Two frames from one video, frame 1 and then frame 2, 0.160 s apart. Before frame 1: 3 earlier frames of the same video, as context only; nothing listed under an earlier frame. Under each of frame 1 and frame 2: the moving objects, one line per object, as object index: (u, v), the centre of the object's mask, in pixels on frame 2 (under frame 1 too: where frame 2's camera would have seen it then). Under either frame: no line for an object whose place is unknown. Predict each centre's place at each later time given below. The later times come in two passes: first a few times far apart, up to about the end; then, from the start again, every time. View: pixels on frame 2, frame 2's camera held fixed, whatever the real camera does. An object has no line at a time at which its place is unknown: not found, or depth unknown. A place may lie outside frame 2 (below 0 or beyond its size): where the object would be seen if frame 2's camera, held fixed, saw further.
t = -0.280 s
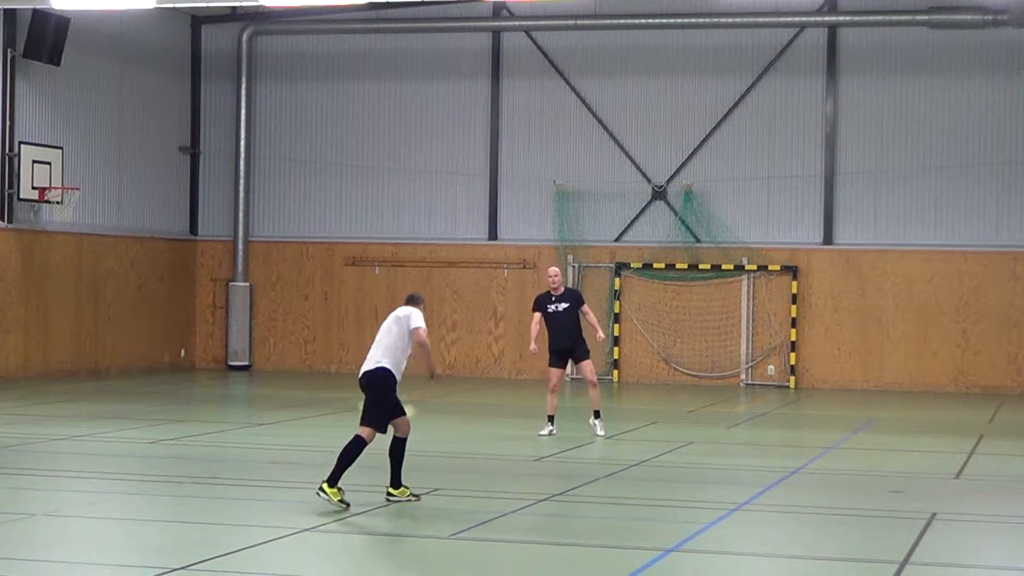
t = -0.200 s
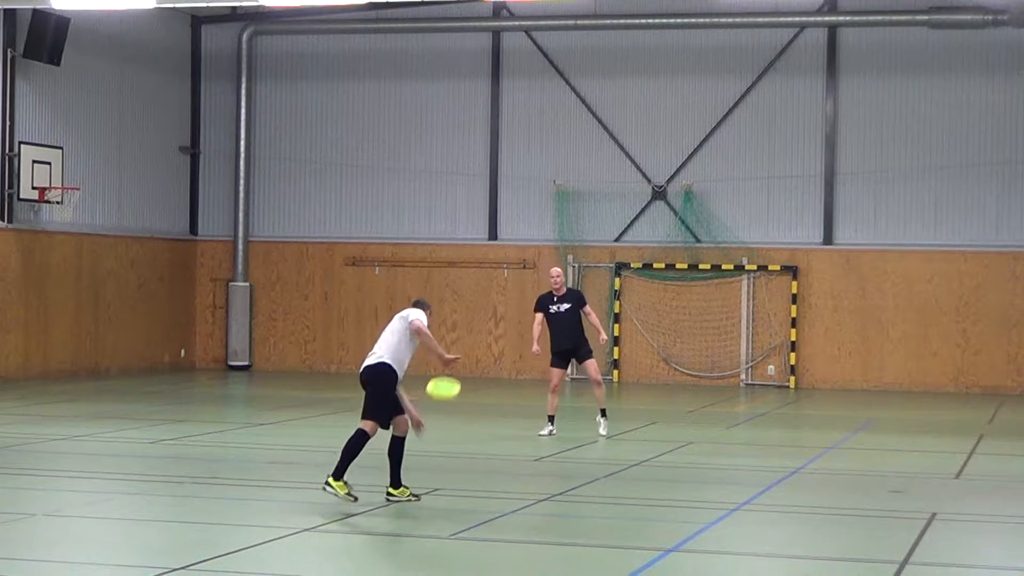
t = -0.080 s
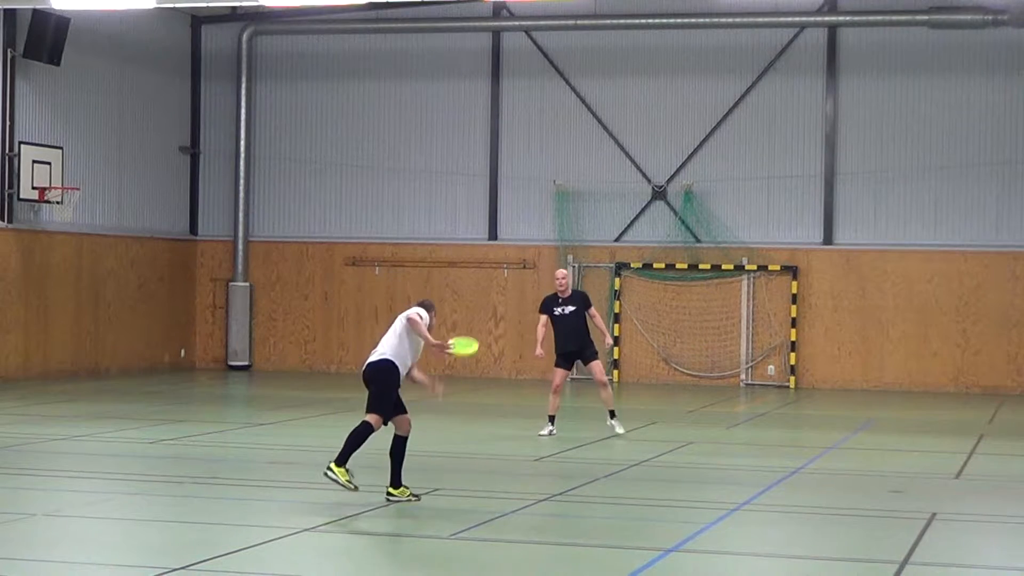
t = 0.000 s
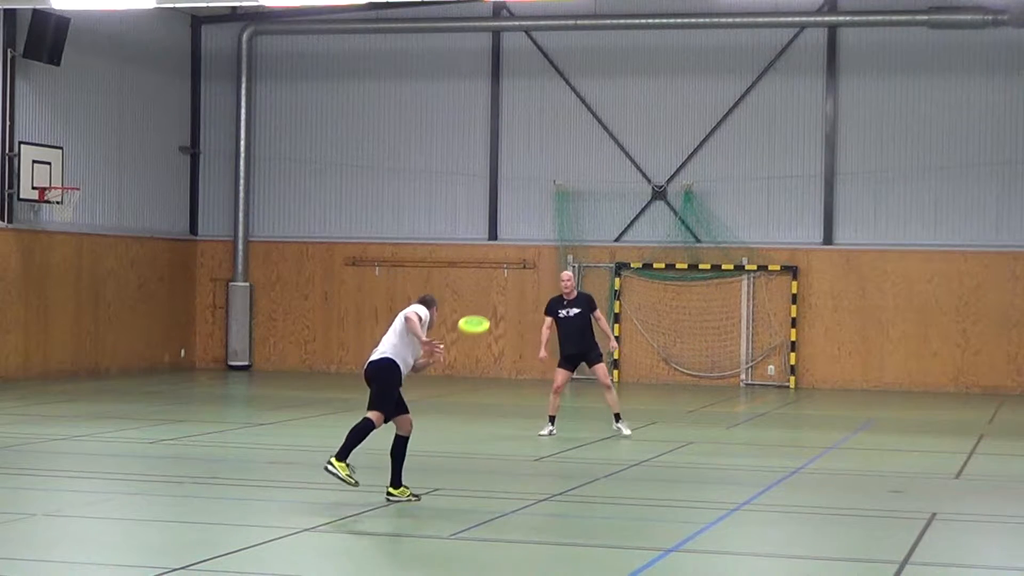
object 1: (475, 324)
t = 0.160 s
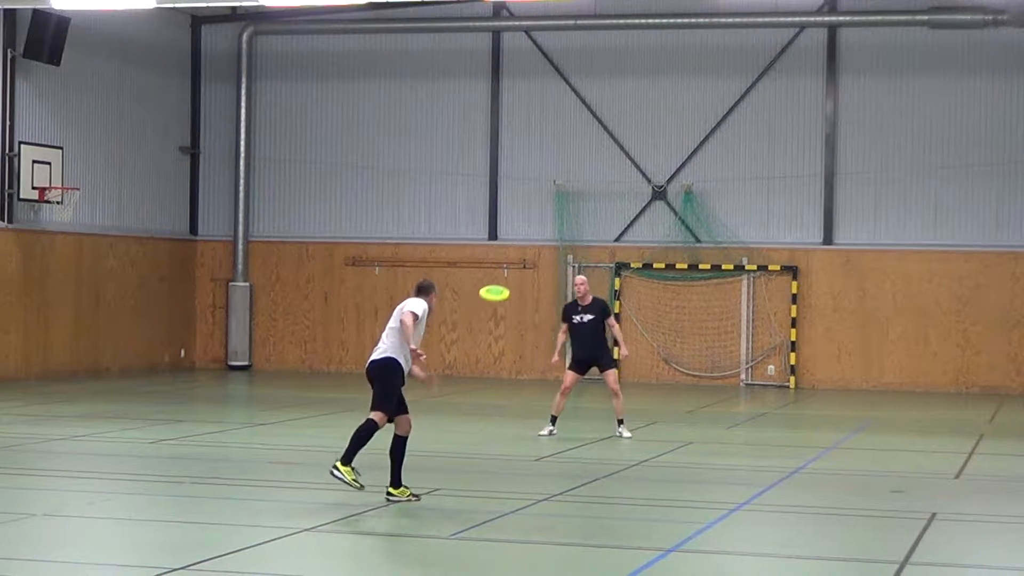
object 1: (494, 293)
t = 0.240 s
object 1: (503, 282)
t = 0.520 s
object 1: (533, 267)
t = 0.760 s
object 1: (557, 274)
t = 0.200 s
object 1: (499, 287)
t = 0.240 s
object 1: (503, 282)
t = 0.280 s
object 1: (508, 278)
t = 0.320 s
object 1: (512, 275)
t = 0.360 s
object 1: (517, 272)
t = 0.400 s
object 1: (521, 270)
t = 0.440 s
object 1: (525, 268)
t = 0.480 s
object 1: (529, 267)
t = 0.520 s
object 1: (533, 267)
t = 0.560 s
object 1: (537, 267)
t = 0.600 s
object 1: (541, 267)
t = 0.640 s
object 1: (544, 268)
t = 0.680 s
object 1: (548, 269)
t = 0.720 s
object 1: (553, 271)
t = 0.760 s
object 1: (557, 274)
